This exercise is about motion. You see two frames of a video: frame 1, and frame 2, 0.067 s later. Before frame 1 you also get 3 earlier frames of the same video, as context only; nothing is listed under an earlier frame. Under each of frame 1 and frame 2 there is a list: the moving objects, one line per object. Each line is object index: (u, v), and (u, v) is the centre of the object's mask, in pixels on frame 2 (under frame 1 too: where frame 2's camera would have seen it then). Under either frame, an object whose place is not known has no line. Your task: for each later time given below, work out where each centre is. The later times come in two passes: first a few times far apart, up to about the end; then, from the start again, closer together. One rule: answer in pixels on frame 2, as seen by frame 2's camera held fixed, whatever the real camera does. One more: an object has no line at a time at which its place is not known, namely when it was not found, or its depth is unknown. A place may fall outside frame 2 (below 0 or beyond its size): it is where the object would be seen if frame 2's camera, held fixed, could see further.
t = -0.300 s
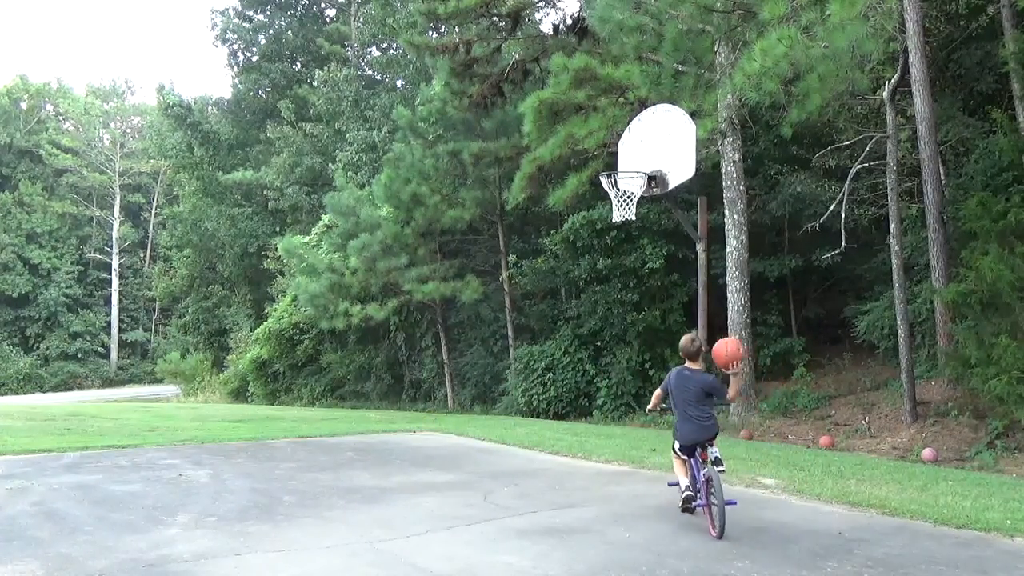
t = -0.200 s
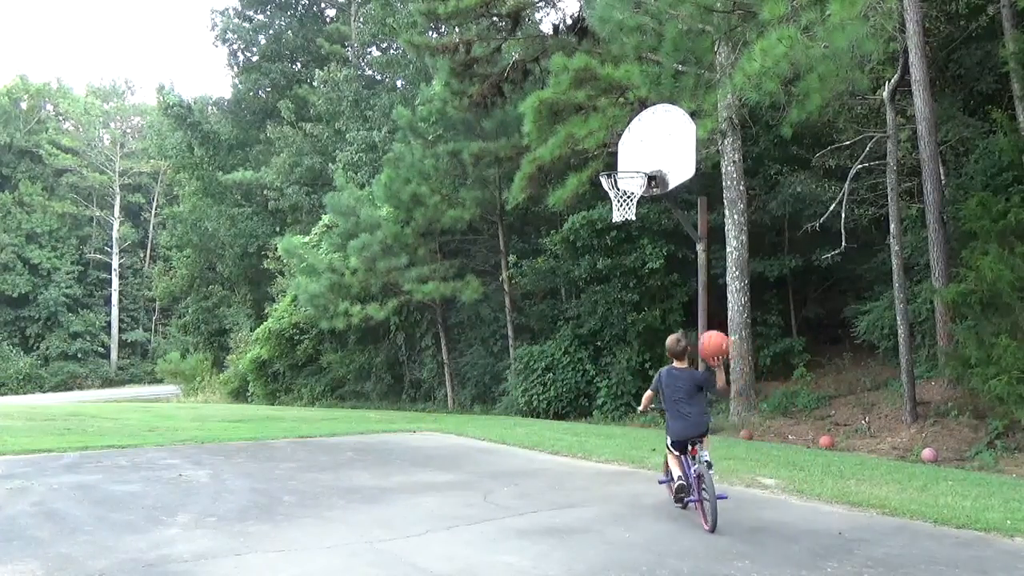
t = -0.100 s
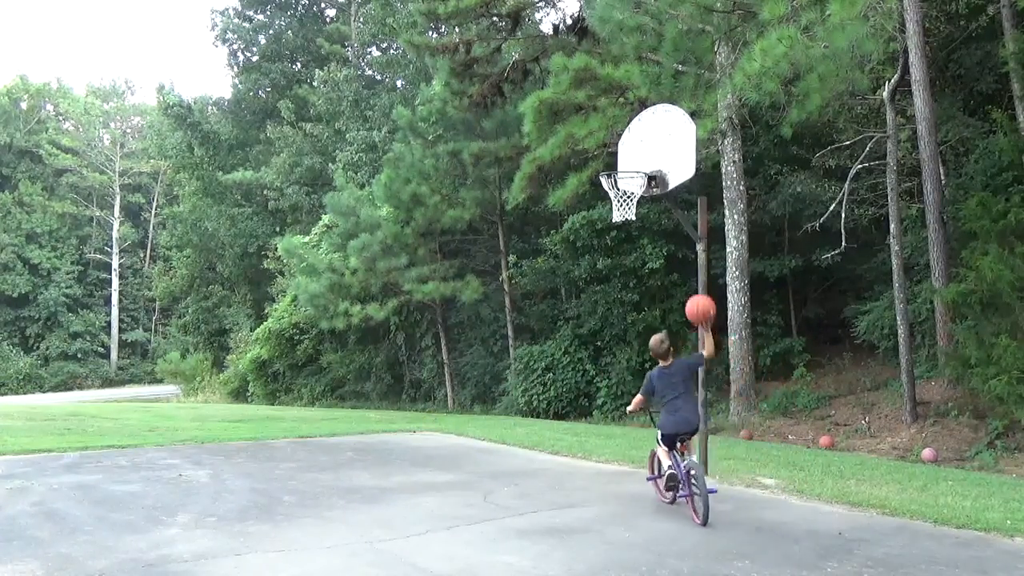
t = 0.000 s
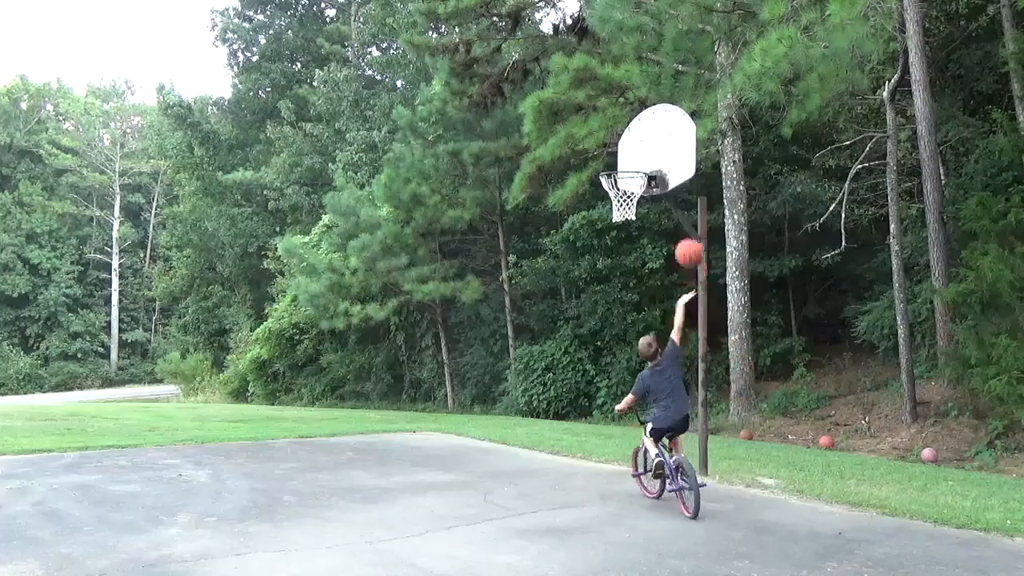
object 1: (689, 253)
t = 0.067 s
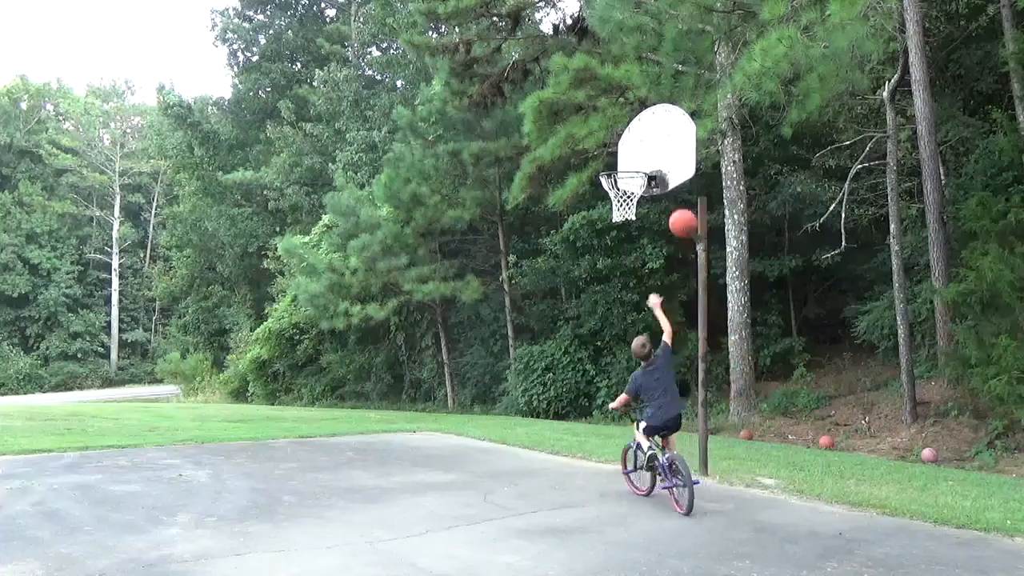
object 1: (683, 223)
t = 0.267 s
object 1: (666, 170)
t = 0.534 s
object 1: (640, 159)
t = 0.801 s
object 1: (611, 189)
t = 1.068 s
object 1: (610, 214)
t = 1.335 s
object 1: (628, 286)
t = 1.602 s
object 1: (644, 437)
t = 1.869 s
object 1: (656, 378)
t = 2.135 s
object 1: (667, 309)
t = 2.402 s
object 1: (678, 313)
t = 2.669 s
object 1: (690, 389)
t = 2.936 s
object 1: (700, 439)
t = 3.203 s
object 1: (704, 372)
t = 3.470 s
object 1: (710, 377)
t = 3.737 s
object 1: (717, 455)
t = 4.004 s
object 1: (726, 418)
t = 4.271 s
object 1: (736, 403)
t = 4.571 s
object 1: (751, 476)
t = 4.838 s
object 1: (758, 427)
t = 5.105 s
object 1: (768, 441)
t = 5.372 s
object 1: (771, 452)
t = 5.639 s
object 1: (768, 446)
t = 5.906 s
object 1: (764, 464)
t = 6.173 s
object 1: (760, 457)
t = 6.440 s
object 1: (755, 463)
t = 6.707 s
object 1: (750, 478)
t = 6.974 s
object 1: (746, 467)
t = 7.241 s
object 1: (743, 471)
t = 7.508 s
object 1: (740, 477)
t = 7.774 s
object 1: (737, 480)
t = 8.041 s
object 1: (735, 479)
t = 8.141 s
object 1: (730, 478)
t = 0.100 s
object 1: (680, 210)
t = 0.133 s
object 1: (677, 199)
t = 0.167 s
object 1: (675, 190)
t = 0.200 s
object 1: (671, 183)
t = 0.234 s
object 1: (668, 176)
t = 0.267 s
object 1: (666, 170)
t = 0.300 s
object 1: (663, 166)
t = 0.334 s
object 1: (661, 163)
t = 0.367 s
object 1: (659, 162)
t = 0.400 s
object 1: (658, 162)
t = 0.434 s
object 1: (652, 162)
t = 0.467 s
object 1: (647, 161)
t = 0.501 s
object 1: (643, 160)
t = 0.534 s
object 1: (640, 159)
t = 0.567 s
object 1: (636, 160)
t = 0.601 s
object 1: (632, 162)
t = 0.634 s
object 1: (629, 164)
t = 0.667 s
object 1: (625, 168)
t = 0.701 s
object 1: (622, 173)
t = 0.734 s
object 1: (618, 179)
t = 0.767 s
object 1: (615, 184)
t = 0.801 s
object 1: (611, 189)
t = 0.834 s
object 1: (608, 192)
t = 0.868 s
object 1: (606, 192)
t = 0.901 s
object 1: (605, 190)
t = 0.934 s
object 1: (606, 189)
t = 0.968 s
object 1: (607, 208)
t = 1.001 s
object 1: (607, 209)
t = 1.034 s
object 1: (609, 211)
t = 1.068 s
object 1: (610, 214)
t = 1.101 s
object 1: (614, 218)
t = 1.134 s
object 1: (615, 224)
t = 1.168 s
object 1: (617, 231)
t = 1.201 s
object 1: (619, 239)
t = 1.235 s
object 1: (621, 250)
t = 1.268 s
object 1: (623, 260)
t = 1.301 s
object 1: (626, 272)
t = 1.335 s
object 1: (628, 286)
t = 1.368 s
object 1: (629, 301)
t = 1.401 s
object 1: (632, 317)
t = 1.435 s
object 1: (633, 333)
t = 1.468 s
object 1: (636, 351)
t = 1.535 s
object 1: (639, 392)
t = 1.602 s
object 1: (644, 437)
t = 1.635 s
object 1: (646, 462)
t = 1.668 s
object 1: (648, 479)
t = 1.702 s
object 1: (649, 458)
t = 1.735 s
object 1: (651, 440)
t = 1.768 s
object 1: (652, 422)
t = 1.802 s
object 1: (653, 407)
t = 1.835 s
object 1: (654, 391)
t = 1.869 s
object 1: (656, 378)
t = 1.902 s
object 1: (657, 365)
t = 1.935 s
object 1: (659, 354)
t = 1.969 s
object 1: (660, 344)
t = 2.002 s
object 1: (661, 335)
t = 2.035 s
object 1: (663, 327)
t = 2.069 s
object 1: (664, 320)
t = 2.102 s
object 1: (665, 314)
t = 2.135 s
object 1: (667, 309)
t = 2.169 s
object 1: (668, 306)
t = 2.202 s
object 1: (669, 304)
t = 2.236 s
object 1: (671, 303)
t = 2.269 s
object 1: (672, 303)
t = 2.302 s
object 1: (674, 304)
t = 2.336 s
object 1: (675, 306)
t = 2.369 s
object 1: (676, 309)
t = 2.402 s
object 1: (678, 313)
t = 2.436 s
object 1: (679, 320)
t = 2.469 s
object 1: (681, 326)
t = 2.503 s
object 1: (682, 334)
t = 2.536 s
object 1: (684, 343)
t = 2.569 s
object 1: (685, 353)
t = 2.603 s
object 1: (686, 364)
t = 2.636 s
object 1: (688, 377)
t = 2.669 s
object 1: (690, 389)
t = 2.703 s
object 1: (691, 406)
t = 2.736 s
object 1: (692, 422)
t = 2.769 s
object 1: (695, 438)
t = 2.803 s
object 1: (696, 458)
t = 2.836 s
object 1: (698, 477)
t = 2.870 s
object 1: (699, 468)
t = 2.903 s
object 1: (699, 453)
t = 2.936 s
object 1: (700, 439)
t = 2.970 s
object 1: (700, 427)
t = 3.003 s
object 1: (701, 415)
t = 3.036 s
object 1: (702, 406)
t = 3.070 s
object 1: (702, 397)
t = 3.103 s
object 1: (703, 389)
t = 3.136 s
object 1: (703, 382)
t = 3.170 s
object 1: (704, 376)
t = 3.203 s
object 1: (704, 372)
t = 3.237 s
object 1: (705, 368)
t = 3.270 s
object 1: (706, 366)
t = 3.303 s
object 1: (707, 365)
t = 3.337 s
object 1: (707, 365)
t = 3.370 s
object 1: (708, 366)
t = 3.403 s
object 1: (709, 369)
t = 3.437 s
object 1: (709, 372)
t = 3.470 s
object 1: (710, 377)
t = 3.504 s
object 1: (711, 383)
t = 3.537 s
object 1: (712, 389)
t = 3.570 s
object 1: (713, 397)
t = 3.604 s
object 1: (714, 407)
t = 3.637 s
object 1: (715, 417)
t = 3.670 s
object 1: (716, 428)
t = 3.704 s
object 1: (716, 442)
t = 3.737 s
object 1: (717, 455)
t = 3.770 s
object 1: (718, 471)
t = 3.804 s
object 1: (719, 476)
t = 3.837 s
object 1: (720, 463)
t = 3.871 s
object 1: (721, 452)
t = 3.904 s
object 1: (723, 441)
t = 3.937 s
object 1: (724, 433)
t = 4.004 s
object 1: (726, 418)
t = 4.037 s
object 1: (728, 412)
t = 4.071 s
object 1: (729, 407)
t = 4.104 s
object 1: (730, 404)
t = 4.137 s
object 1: (731, 401)
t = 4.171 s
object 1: (732, 400)
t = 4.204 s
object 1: (734, 400)
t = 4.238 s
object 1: (735, 401)
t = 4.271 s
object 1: (736, 403)
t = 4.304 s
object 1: (738, 407)
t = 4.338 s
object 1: (740, 411)
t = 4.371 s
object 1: (741, 417)
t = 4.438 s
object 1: (744, 432)
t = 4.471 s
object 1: (746, 441)
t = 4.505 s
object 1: (748, 452)
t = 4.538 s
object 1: (749, 463)
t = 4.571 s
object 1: (751, 476)
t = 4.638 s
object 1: (753, 464)
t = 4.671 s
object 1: (754, 455)
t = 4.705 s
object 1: (755, 447)
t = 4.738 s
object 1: (756, 440)
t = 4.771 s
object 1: (756, 434)
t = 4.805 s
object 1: (757, 430)
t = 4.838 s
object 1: (758, 427)
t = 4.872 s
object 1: (760, 424)
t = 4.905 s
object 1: (761, 424)
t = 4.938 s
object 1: (761, 424)
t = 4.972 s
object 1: (763, 425)
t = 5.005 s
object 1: (764, 426)
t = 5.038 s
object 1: (765, 430)
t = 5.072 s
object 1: (767, 435)
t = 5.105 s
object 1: (768, 441)
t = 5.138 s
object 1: (769, 448)
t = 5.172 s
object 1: (771, 456)
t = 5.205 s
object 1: (772, 466)
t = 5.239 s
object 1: (773, 477)
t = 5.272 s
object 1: (773, 473)
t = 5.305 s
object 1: (773, 465)
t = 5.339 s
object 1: (772, 458)
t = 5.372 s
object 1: (771, 452)
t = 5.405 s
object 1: (771, 447)
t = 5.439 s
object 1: (770, 444)
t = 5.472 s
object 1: (770, 441)
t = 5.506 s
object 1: (769, 440)
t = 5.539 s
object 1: (769, 440)
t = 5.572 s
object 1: (768, 441)
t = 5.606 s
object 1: (768, 443)
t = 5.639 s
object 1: (768, 446)
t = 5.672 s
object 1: (768, 451)
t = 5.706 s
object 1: (767, 456)
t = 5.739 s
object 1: (767, 463)
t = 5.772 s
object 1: (767, 472)
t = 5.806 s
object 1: (766, 481)
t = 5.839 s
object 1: (765, 477)
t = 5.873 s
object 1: (765, 471)
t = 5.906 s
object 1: (764, 464)
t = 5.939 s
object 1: (764, 460)
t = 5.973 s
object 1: (763, 456)
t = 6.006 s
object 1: (762, 453)
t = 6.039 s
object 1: (761, 452)
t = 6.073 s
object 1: (761, 452)
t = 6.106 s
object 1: (761, 452)
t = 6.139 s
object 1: (760, 455)
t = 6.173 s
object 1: (760, 457)
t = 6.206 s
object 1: (759, 463)
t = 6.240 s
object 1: (759, 468)
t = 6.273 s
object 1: (758, 475)
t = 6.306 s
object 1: (757, 484)
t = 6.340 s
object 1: (757, 477)
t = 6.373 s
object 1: (756, 472)
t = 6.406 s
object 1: (755, 467)
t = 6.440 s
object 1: (755, 463)
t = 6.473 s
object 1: (754, 461)
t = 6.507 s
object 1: (754, 460)
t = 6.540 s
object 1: (753, 460)
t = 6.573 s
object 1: (752, 461)
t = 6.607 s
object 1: (752, 463)
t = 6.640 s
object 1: (751, 467)
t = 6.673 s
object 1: (751, 471)
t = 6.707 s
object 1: (750, 478)
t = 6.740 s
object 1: (749, 484)
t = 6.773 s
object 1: (749, 478)
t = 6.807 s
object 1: (748, 474)
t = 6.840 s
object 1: (748, 470)
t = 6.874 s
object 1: (747, 467)
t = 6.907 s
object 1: (747, 466)
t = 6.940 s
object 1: (746, 466)
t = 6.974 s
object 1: (746, 467)
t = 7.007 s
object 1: (746, 468)
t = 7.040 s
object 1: (746, 472)
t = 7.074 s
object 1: (745, 477)
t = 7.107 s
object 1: (745, 483)
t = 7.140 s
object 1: (744, 481)
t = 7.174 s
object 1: (744, 476)
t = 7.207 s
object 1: (743, 473)
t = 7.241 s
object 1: (743, 471)
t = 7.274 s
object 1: (743, 470)
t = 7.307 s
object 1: (742, 470)
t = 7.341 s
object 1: (742, 471)
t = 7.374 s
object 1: (742, 474)
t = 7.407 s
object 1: (741, 478)
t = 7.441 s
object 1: (741, 483)
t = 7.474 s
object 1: (740, 480)
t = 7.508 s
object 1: (740, 477)
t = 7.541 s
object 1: (739, 474)
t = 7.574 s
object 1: (739, 473)
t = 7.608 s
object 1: (739, 473)
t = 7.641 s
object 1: (738, 474)
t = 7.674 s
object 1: (738, 476)
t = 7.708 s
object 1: (737, 479)
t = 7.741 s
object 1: (738, 484)
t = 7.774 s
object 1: (737, 480)
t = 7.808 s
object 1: (737, 477)
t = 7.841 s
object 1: (737, 475)
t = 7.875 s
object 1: (736, 475)
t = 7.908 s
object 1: (736, 475)
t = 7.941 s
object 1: (736, 477)
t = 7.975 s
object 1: (736, 479)
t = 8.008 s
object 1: (735, 482)
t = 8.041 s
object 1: (735, 479)
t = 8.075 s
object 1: (741, 476)
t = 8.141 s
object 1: (730, 478)
